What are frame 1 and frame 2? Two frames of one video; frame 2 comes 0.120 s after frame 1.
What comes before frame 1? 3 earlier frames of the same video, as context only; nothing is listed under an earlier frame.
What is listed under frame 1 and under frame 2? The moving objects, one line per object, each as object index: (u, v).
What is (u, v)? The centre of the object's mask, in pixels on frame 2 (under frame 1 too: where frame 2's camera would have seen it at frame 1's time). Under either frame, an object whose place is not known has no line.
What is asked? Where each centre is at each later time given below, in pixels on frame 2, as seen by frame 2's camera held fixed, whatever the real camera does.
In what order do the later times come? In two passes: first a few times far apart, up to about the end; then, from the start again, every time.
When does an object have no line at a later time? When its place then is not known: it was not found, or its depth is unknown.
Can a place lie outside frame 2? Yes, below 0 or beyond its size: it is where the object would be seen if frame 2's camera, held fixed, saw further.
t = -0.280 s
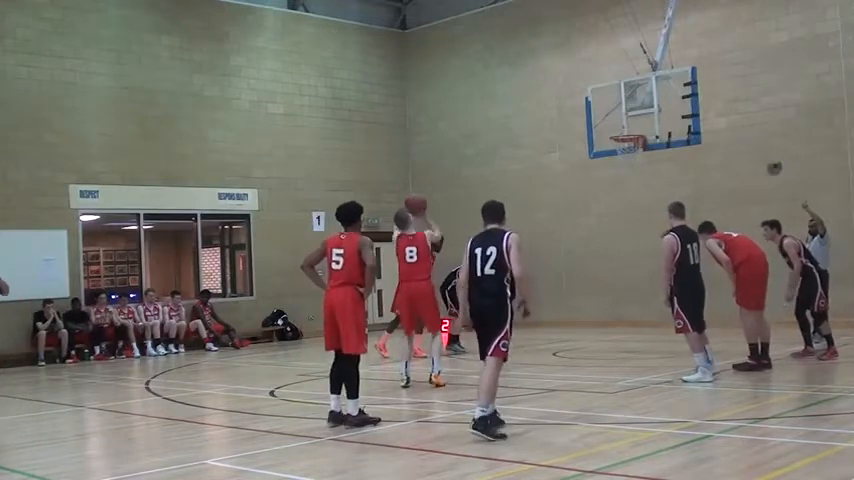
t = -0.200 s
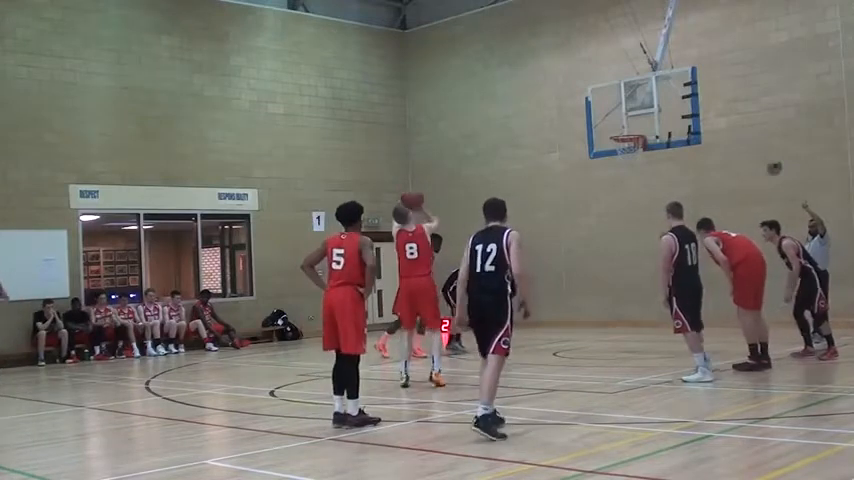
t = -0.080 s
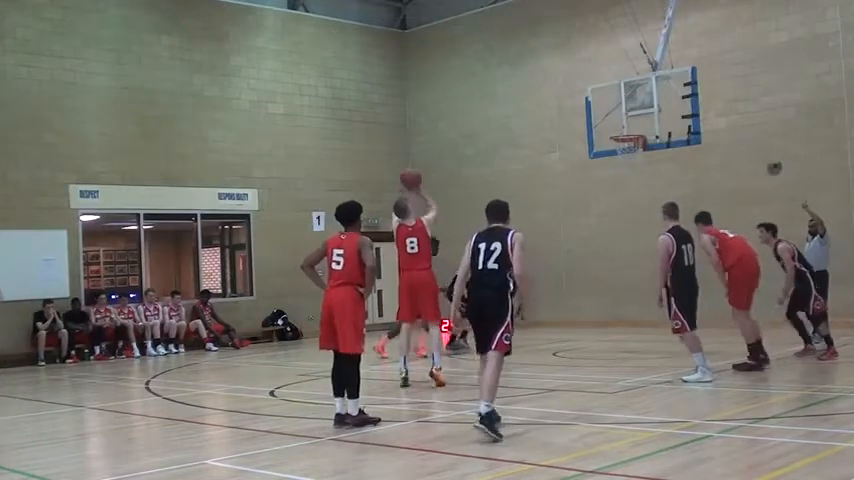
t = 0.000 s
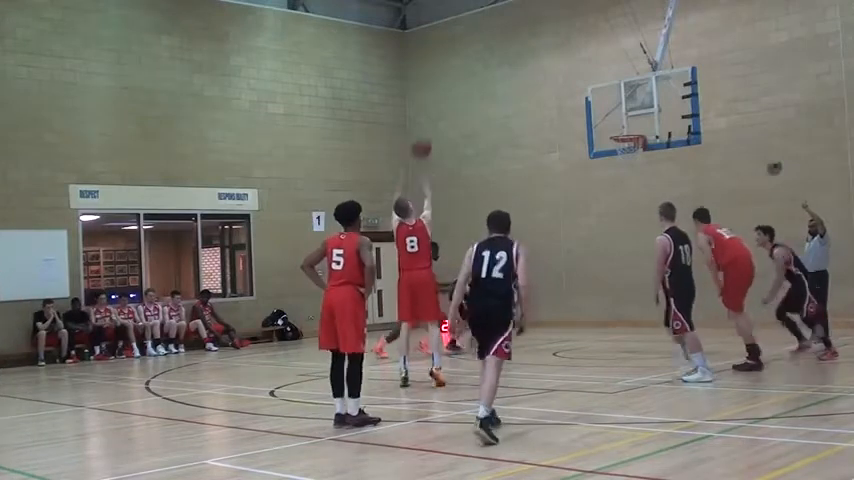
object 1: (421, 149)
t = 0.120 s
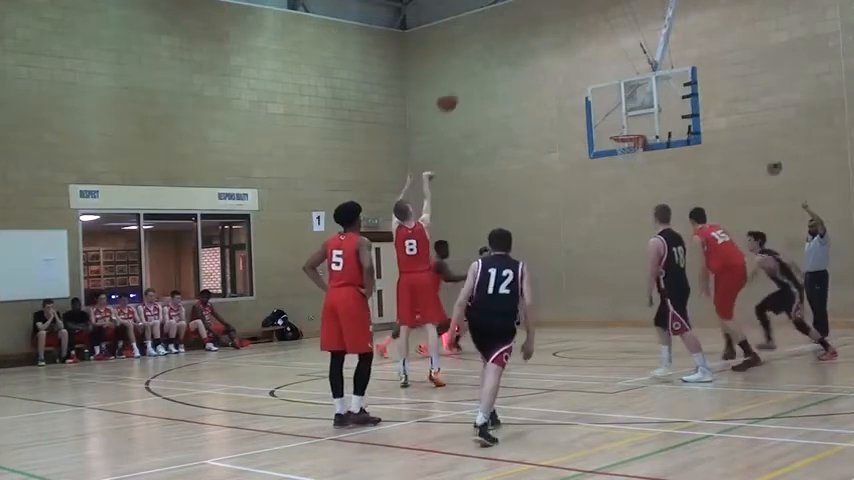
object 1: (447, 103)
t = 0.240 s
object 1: (471, 71)
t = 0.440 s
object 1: (510, 46)
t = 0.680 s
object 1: (554, 55)
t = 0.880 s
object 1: (589, 94)
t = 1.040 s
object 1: (607, 135)
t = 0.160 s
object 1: (455, 90)
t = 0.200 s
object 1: (463, 79)
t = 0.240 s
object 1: (471, 71)
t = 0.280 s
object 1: (479, 63)
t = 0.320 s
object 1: (487, 57)
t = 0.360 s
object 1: (495, 52)
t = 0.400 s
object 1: (502, 48)
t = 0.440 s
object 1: (510, 46)
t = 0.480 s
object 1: (518, 44)
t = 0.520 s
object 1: (525, 44)
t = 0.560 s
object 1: (533, 45)
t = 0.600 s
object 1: (540, 47)
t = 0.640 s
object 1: (547, 51)
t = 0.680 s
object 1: (554, 55)
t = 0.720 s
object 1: (561, 61)
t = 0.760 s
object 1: (568, 67)
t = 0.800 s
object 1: (576, 75)
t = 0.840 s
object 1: (582, 83)
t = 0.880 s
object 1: (589, 94)
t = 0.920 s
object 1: (597, 104)
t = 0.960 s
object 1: (604, 116)
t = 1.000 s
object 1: (610, 130)
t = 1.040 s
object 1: (607, 135)
